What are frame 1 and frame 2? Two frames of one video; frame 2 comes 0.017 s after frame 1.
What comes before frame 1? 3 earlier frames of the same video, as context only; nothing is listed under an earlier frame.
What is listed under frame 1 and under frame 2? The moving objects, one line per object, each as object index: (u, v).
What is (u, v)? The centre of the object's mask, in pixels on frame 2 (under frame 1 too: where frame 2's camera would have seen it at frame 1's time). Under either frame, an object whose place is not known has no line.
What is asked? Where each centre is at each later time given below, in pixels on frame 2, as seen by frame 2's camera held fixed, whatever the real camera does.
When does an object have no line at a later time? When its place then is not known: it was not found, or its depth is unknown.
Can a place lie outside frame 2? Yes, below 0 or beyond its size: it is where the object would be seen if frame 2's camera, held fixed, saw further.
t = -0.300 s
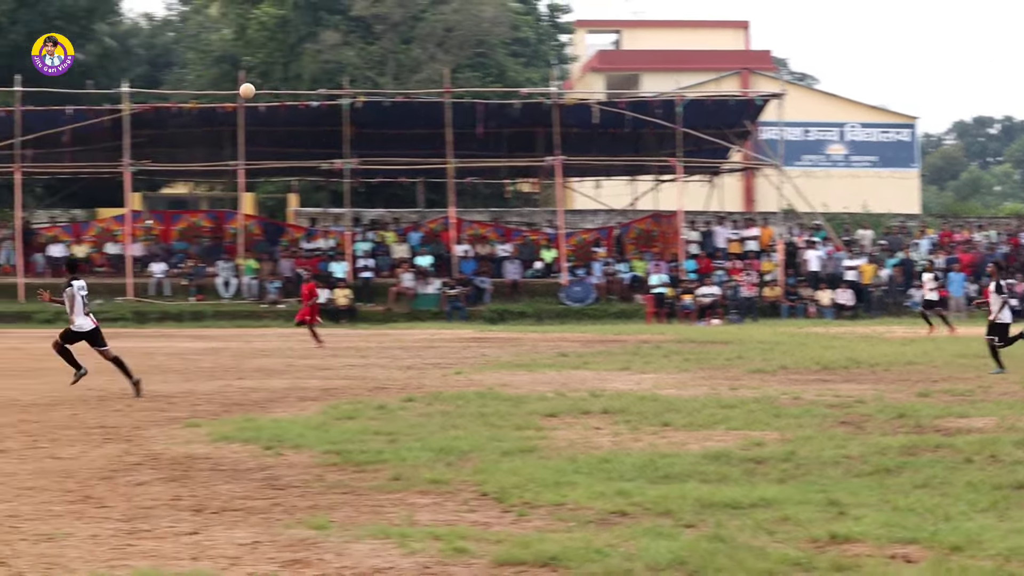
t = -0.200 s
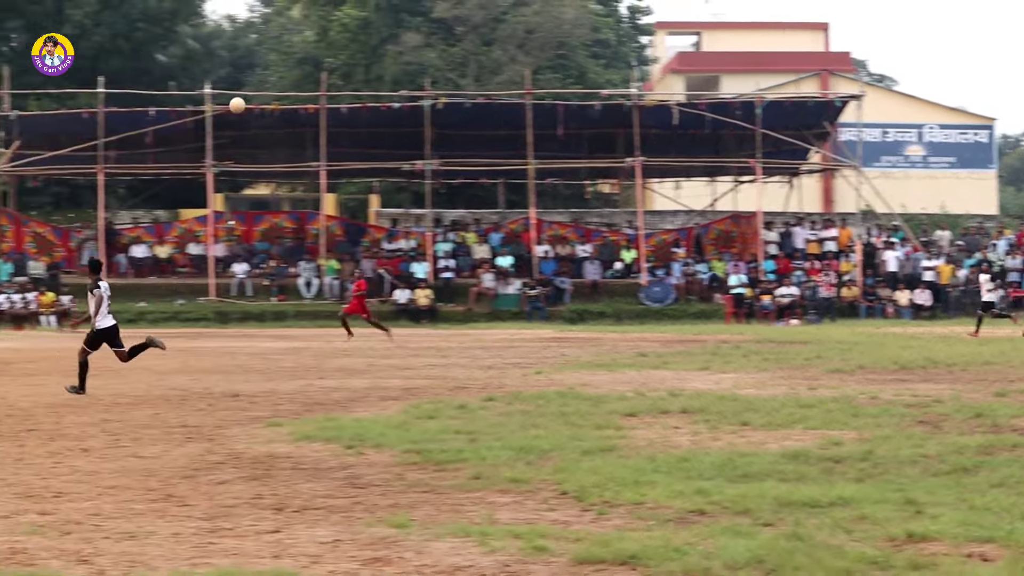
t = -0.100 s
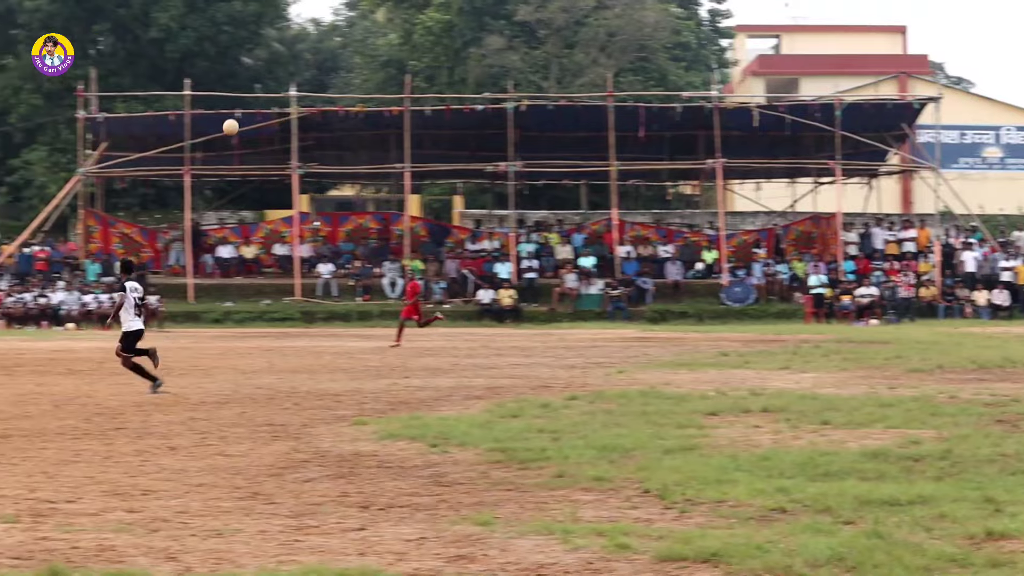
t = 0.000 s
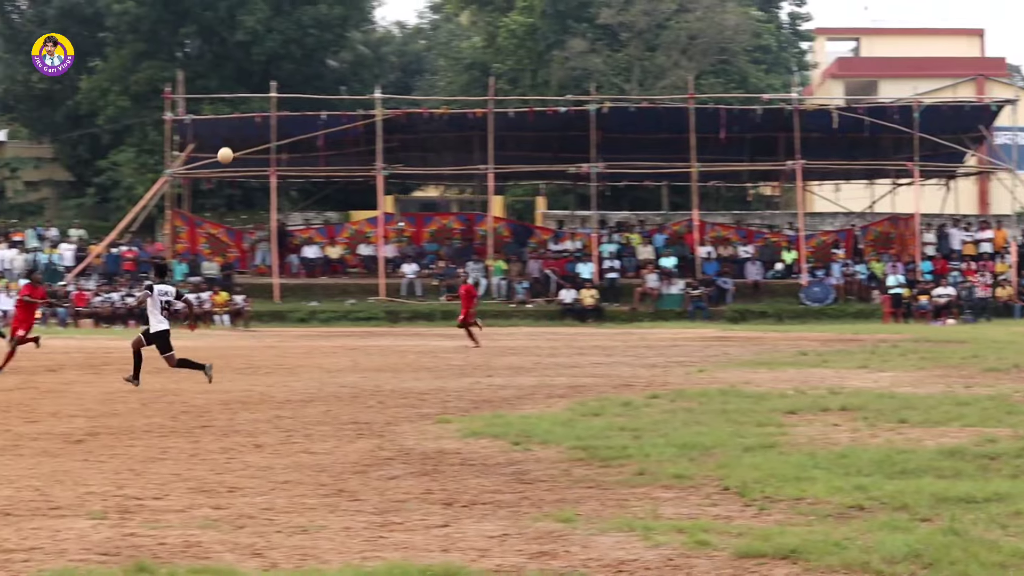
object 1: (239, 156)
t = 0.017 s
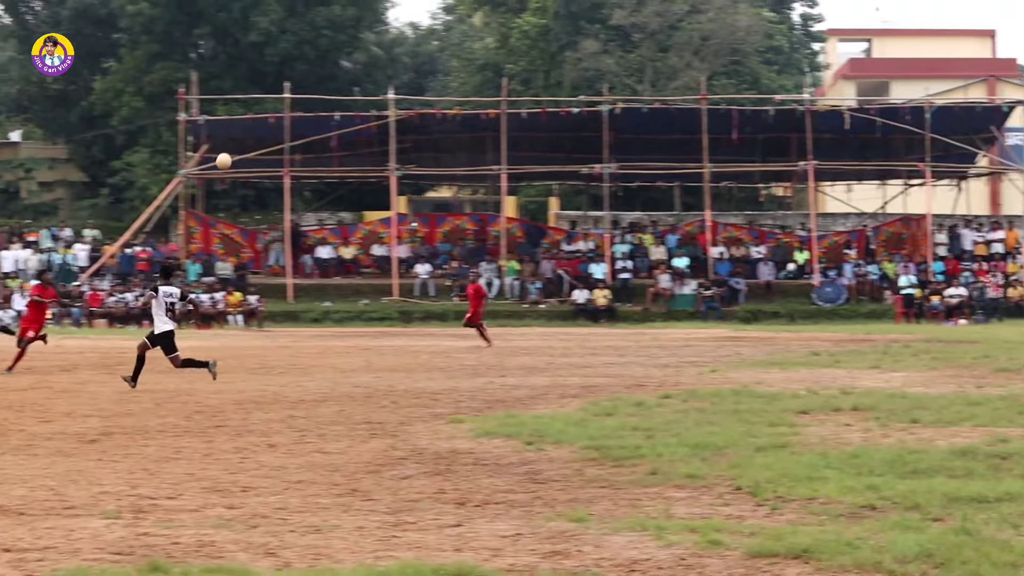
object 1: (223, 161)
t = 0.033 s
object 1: (208, 165)
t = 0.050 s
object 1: (192, 171)
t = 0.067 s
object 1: (176, 177)
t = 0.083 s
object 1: (160, 183)
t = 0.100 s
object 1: (144, 190)
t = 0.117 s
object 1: (128, 196)
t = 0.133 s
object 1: (112, 203)
